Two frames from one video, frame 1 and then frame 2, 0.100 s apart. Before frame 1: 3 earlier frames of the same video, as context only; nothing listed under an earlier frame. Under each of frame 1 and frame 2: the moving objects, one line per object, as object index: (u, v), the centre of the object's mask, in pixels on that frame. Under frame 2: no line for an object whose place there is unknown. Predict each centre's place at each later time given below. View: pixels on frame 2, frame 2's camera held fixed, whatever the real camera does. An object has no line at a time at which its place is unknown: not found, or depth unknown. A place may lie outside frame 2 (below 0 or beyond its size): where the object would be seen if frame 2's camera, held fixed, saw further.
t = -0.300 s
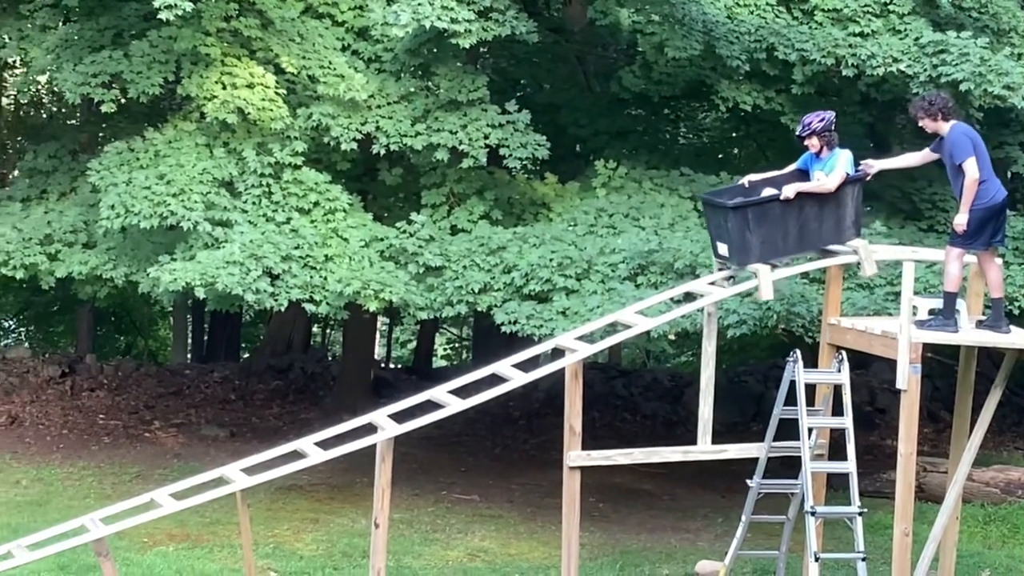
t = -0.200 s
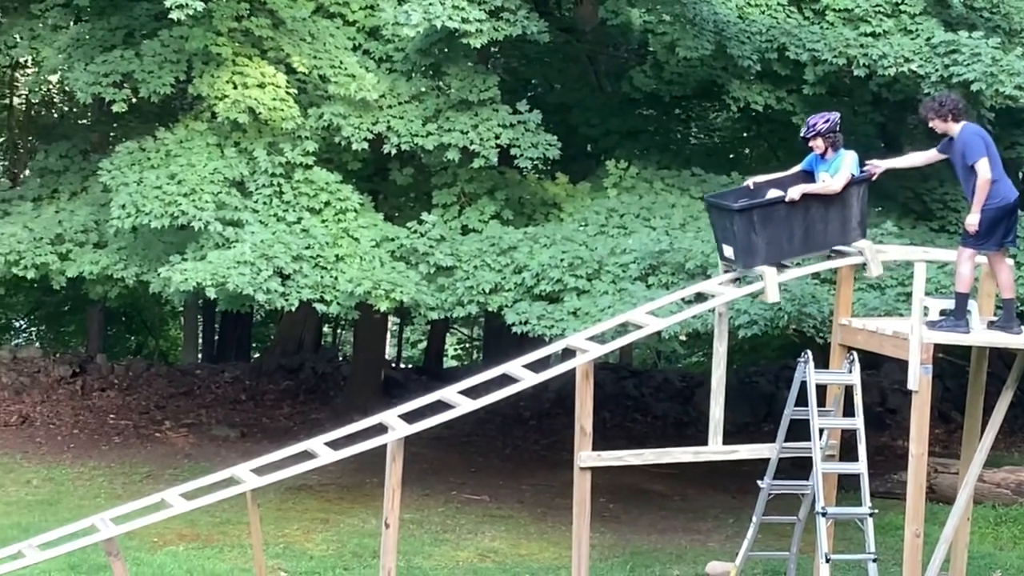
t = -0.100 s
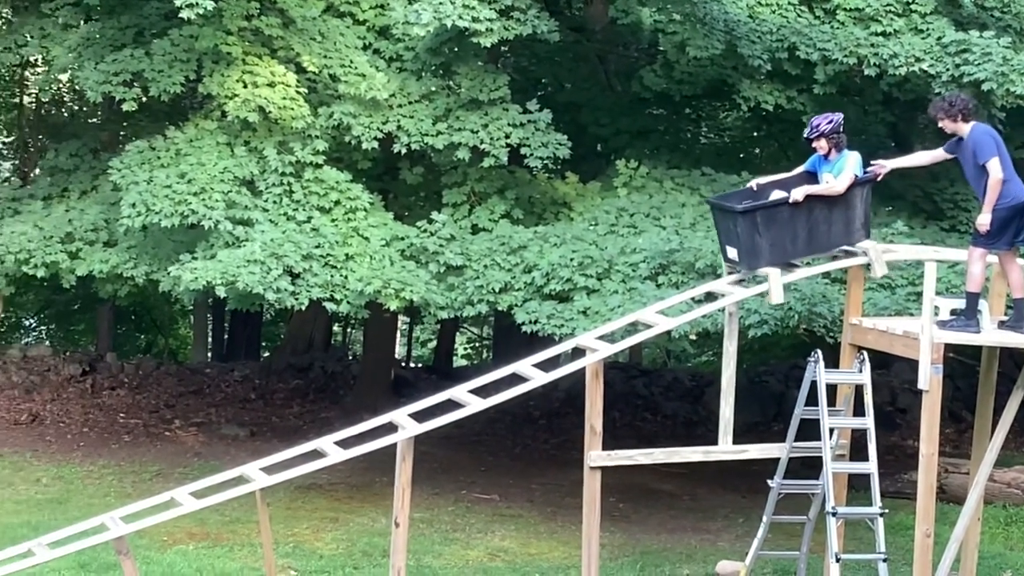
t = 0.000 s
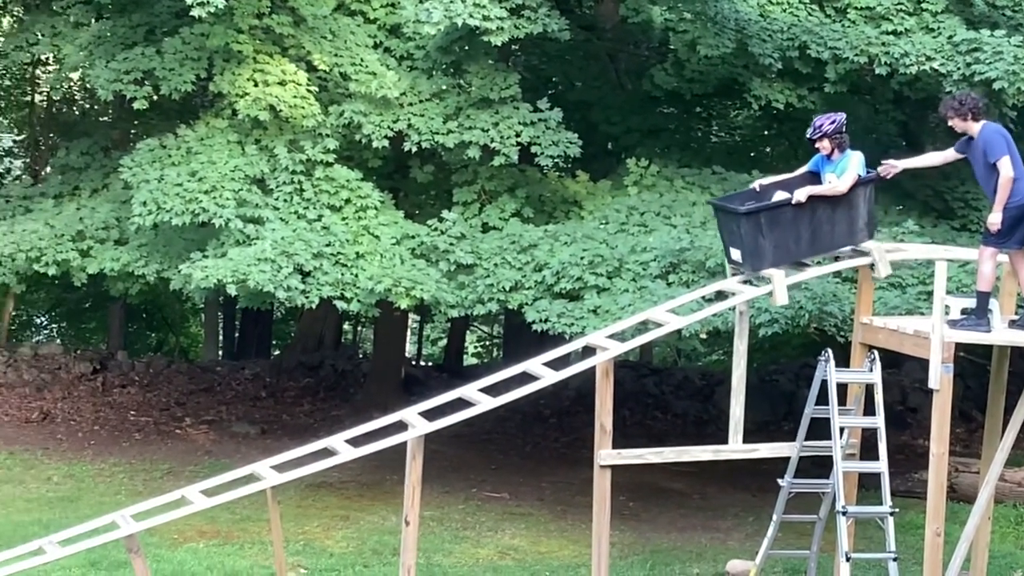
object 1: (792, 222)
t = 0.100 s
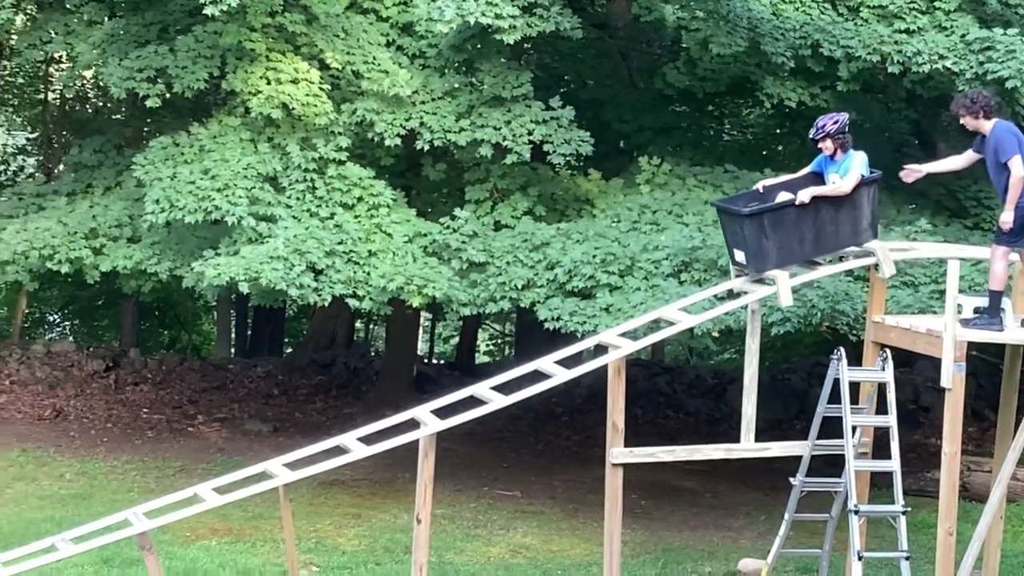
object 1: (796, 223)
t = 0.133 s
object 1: (792, 225)
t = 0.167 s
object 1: (787, 226)
